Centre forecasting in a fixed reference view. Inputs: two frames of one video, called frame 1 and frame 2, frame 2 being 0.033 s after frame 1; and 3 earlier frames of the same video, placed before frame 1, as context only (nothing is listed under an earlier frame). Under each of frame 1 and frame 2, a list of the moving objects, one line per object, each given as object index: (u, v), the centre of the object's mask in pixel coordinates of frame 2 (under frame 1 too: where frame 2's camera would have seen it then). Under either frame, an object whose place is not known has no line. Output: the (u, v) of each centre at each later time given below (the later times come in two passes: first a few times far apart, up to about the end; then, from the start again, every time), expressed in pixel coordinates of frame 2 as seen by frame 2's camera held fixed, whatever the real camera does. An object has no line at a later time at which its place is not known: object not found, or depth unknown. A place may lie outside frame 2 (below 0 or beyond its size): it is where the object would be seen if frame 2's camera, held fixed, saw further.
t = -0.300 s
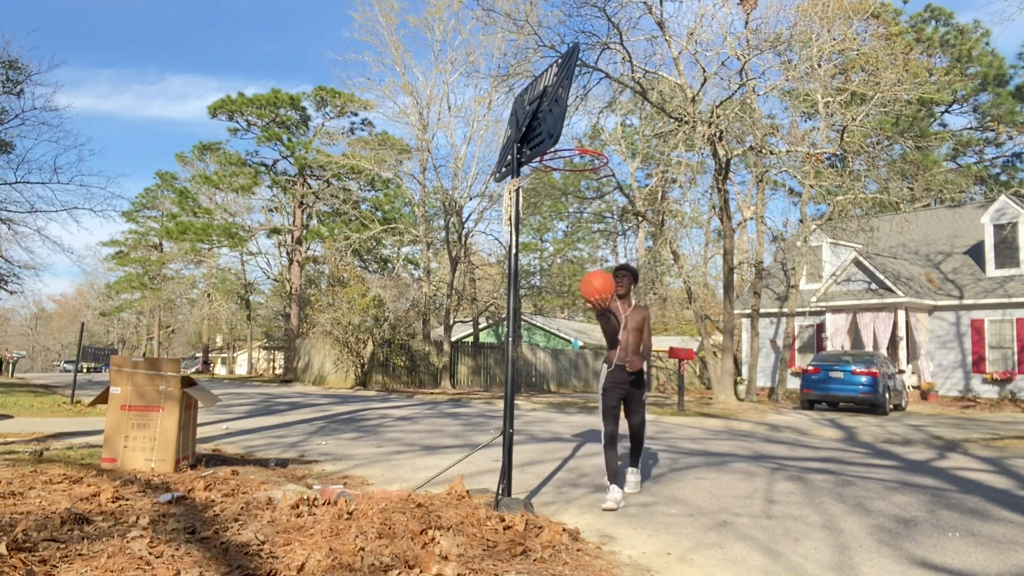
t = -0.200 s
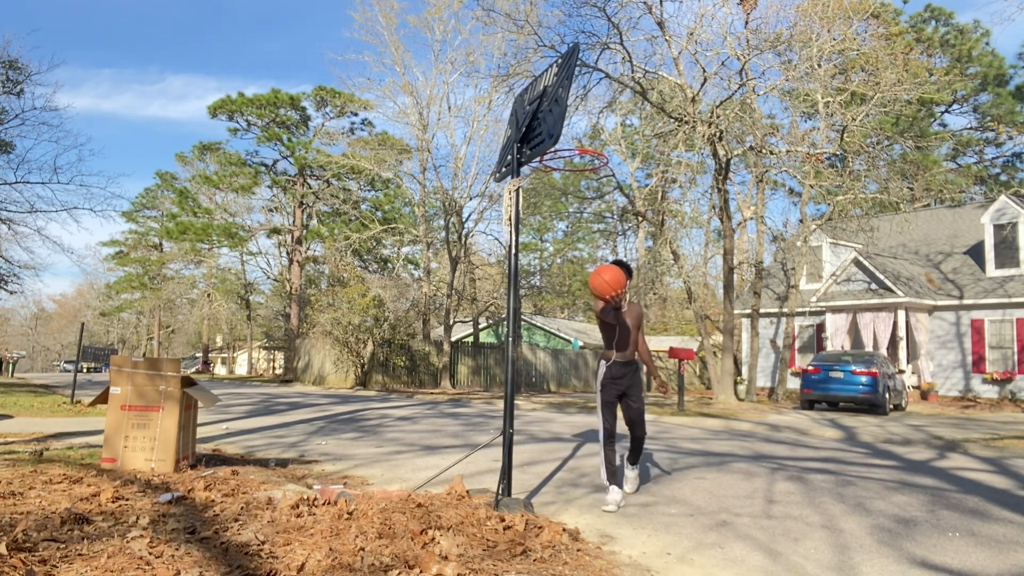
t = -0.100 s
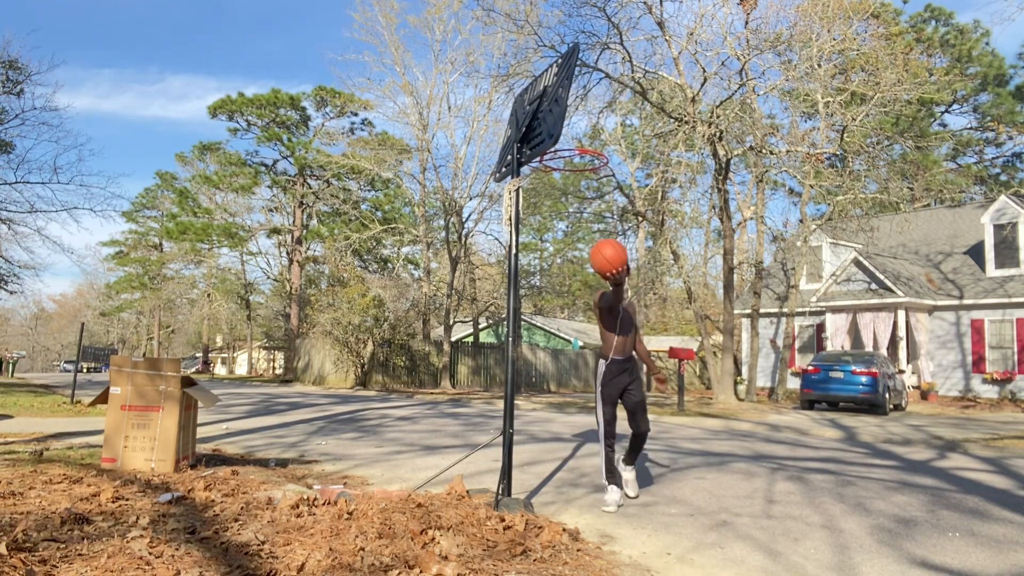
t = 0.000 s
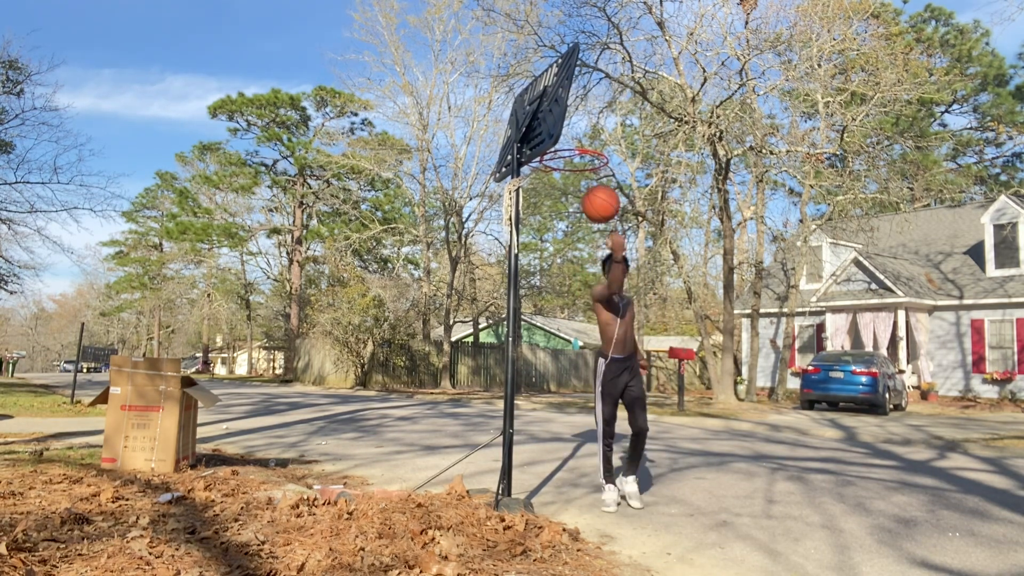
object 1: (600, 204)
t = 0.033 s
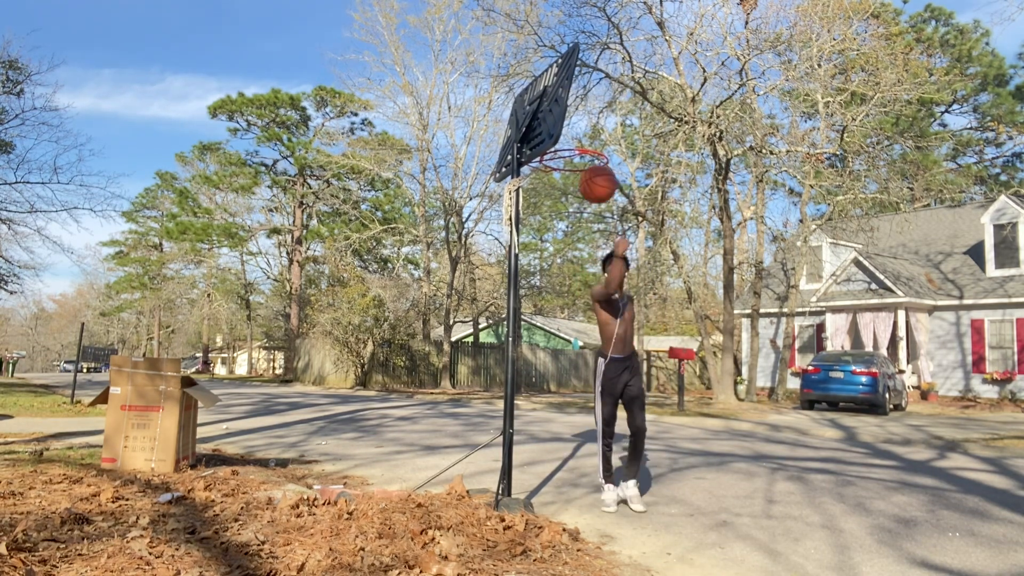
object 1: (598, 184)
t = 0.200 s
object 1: (583, 114)
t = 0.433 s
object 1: (583, 103)
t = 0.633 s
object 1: (581, 132)
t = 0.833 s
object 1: (571, 155)
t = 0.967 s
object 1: (564, 198)
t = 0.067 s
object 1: (594, 166)
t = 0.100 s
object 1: (592, 151)
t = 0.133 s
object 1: (589, 137)
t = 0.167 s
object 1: (585, 125)
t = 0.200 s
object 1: (583, 114)
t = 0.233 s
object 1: (581, 106)
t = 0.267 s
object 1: (582, 101)
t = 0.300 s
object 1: (582, 98)
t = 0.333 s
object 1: (582, 97)
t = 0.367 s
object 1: (582, 98)
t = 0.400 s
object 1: (583, 99)
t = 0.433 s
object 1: (583, 103)
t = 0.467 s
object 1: (583, 108)
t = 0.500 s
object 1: (583, 114)
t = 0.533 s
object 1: (583, 122)
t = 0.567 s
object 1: (583, 132)
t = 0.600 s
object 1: (582, 134)
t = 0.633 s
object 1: (581, 132)
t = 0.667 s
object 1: (580, 132)
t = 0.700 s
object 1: (578, 134)
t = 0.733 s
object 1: (577, 136)
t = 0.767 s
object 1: (574, 141)
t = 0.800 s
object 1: (572, 147)
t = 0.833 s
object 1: (571, 155)
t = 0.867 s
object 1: (569, 163)
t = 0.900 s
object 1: (568, 174)
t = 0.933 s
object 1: (566, 185)
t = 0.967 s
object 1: (564, 198)
